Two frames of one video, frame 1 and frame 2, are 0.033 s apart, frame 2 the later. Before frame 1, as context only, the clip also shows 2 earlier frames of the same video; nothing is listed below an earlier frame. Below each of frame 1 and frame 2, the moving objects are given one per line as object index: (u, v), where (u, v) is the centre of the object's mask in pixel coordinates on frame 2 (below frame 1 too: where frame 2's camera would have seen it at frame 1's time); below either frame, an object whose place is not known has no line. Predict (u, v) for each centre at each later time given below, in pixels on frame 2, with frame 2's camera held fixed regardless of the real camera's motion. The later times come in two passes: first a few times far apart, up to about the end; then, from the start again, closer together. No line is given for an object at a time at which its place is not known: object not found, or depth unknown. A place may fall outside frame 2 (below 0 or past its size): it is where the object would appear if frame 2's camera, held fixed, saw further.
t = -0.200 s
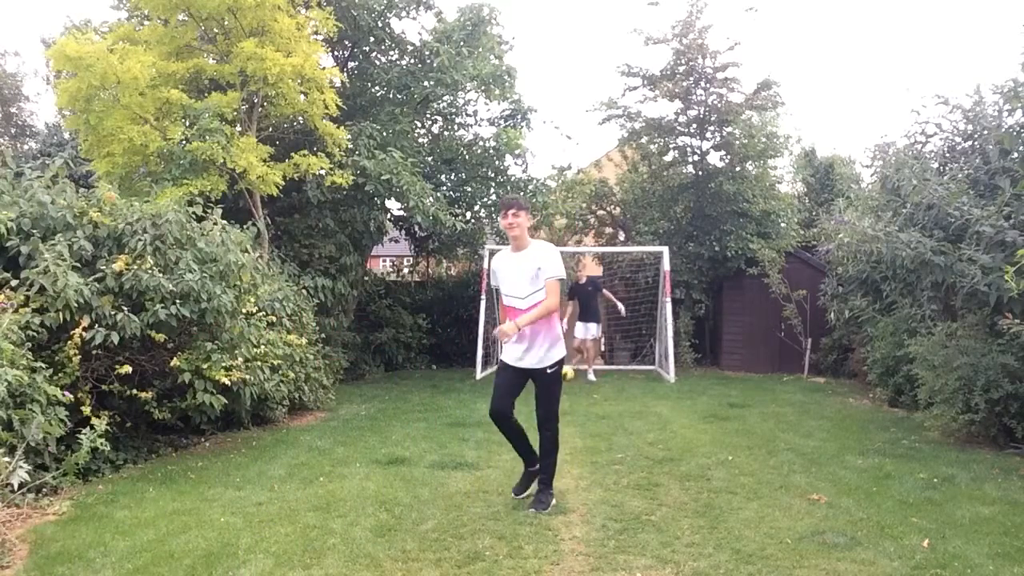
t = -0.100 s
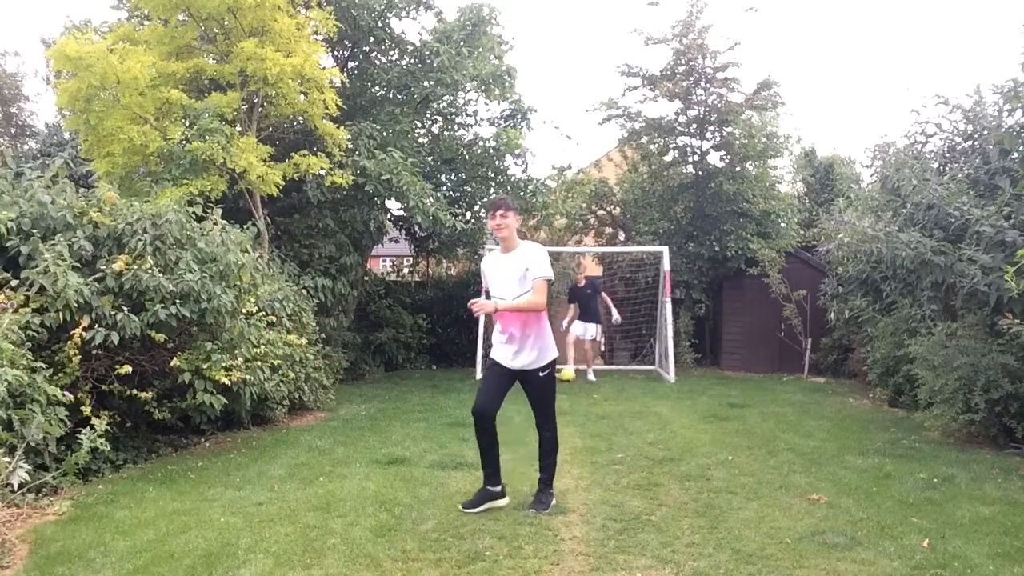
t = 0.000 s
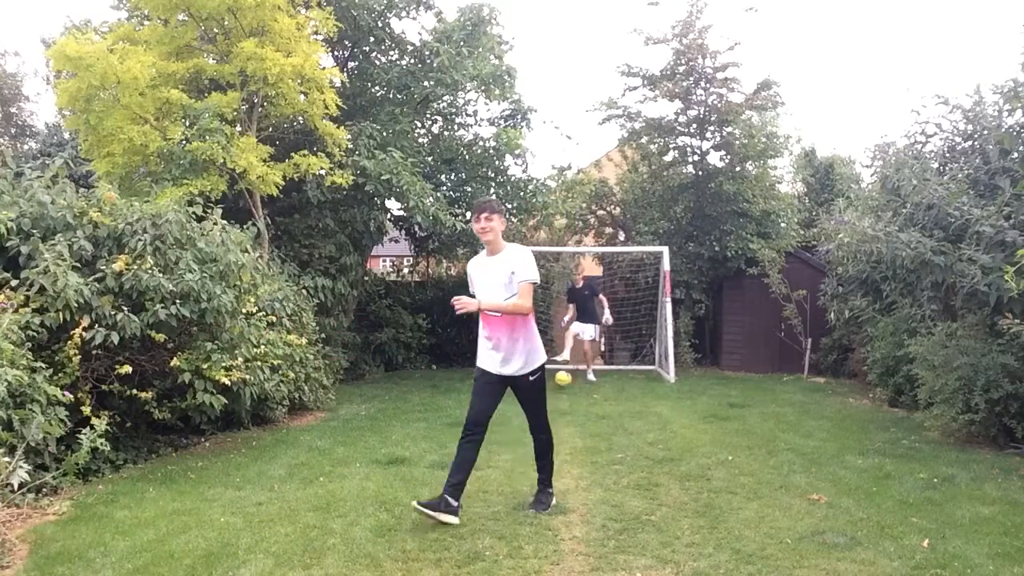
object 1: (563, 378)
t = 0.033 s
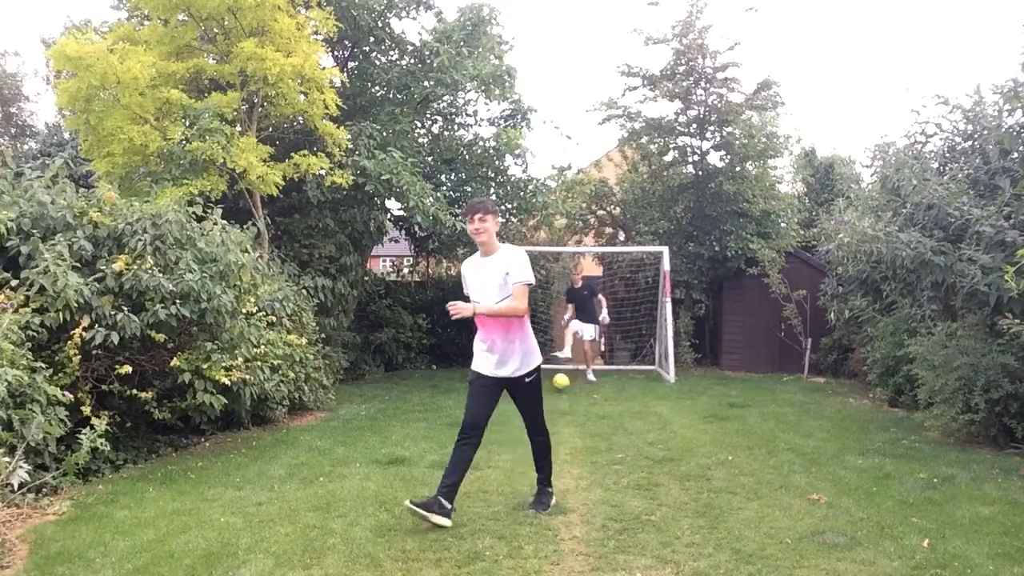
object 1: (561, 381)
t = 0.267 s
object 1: (551, 391)
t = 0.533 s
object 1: (542, 423)
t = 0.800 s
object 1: (538, 460)
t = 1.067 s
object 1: (543, 509)
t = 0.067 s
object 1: (559, 386)
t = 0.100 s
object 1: (557, 390)
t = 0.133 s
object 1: (556, 392)
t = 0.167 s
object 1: (554, 390)
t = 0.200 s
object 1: (554, 390)
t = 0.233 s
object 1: (553, 390)
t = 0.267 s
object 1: (551, 391)
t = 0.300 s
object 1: (550, 394)
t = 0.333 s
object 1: (549, 397)
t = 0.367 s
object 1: (548, 403)
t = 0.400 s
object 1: (547, 410)
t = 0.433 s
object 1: (545, 418)
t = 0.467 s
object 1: (545, 423)
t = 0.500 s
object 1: (544, 423)
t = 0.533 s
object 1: (542, 423)
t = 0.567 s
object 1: (542, 424)
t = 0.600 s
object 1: (541, 427)
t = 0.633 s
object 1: (539, 432)
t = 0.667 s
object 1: (539, 438)
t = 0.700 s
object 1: (538, 447)
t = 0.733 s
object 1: (537, 457)
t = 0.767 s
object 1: (537, 460)
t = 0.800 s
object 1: (538, 460)
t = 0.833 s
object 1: (538, 463)
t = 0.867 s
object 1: (538, 469)
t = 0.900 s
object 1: (538, 476)
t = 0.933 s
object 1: (540, 487)
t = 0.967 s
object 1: (539, 498)
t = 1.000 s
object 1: (540, 501)
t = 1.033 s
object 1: (542, 503)
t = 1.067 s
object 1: (543, 509)
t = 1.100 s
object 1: (543, 517)
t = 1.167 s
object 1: (545, 529)
